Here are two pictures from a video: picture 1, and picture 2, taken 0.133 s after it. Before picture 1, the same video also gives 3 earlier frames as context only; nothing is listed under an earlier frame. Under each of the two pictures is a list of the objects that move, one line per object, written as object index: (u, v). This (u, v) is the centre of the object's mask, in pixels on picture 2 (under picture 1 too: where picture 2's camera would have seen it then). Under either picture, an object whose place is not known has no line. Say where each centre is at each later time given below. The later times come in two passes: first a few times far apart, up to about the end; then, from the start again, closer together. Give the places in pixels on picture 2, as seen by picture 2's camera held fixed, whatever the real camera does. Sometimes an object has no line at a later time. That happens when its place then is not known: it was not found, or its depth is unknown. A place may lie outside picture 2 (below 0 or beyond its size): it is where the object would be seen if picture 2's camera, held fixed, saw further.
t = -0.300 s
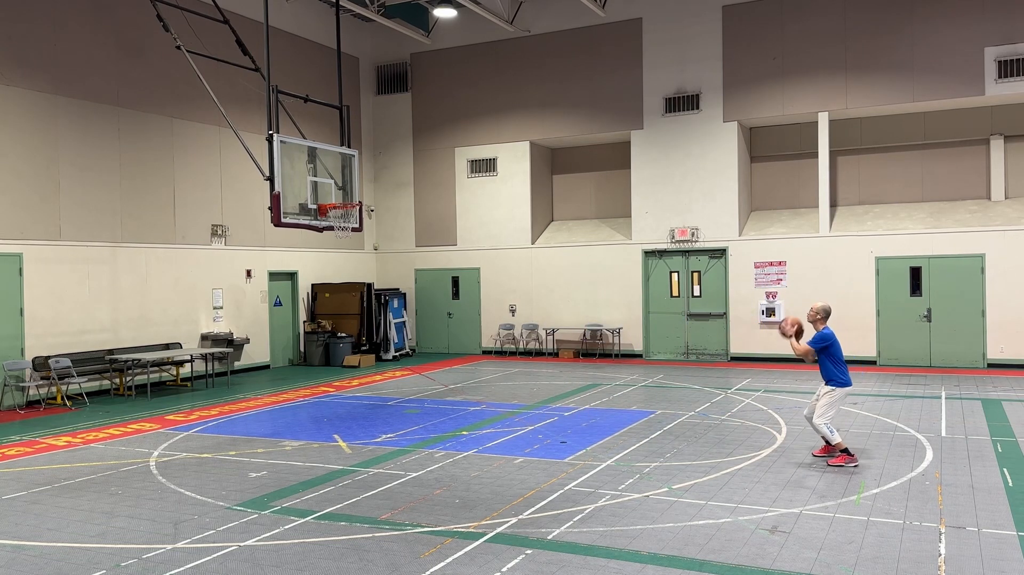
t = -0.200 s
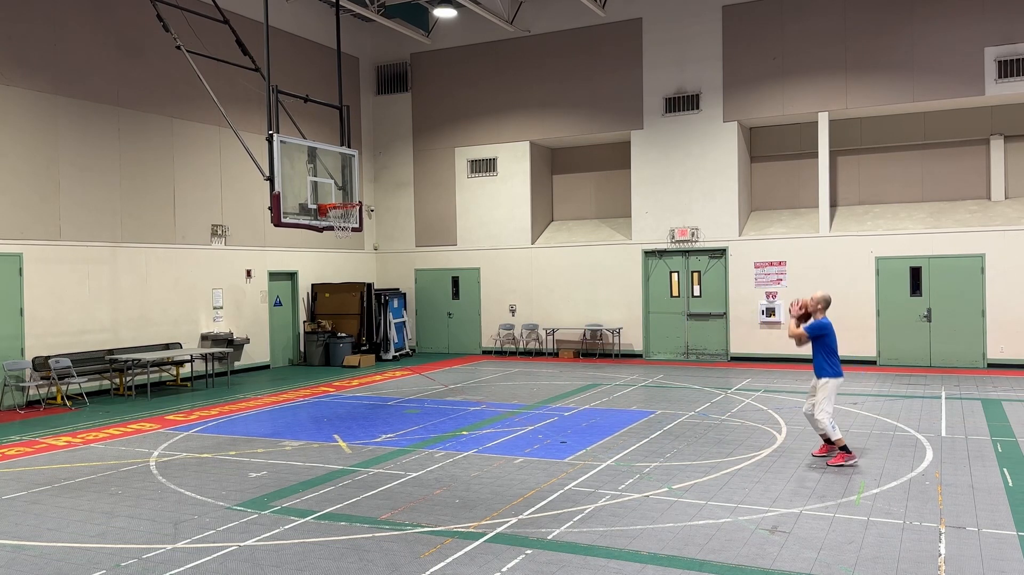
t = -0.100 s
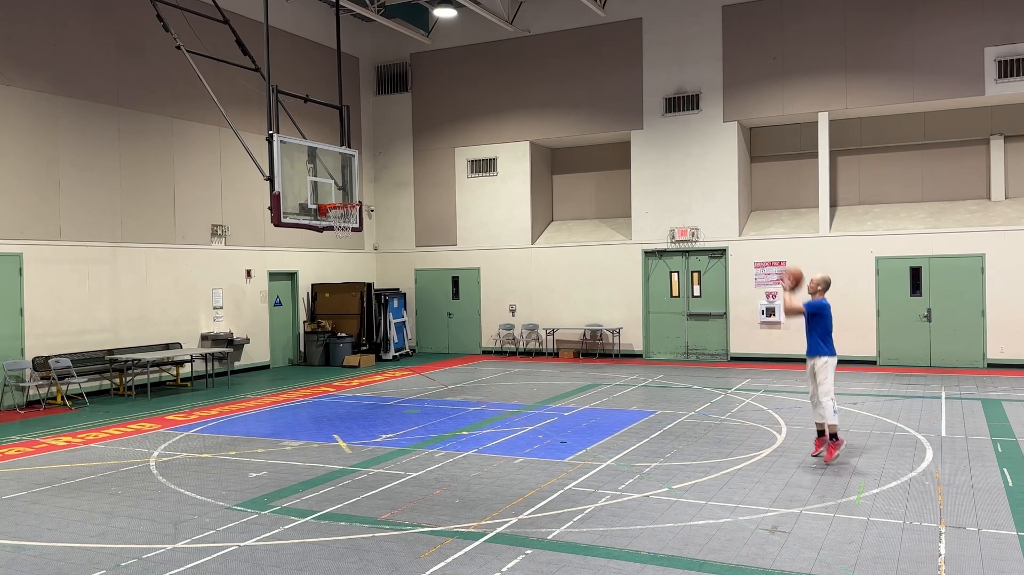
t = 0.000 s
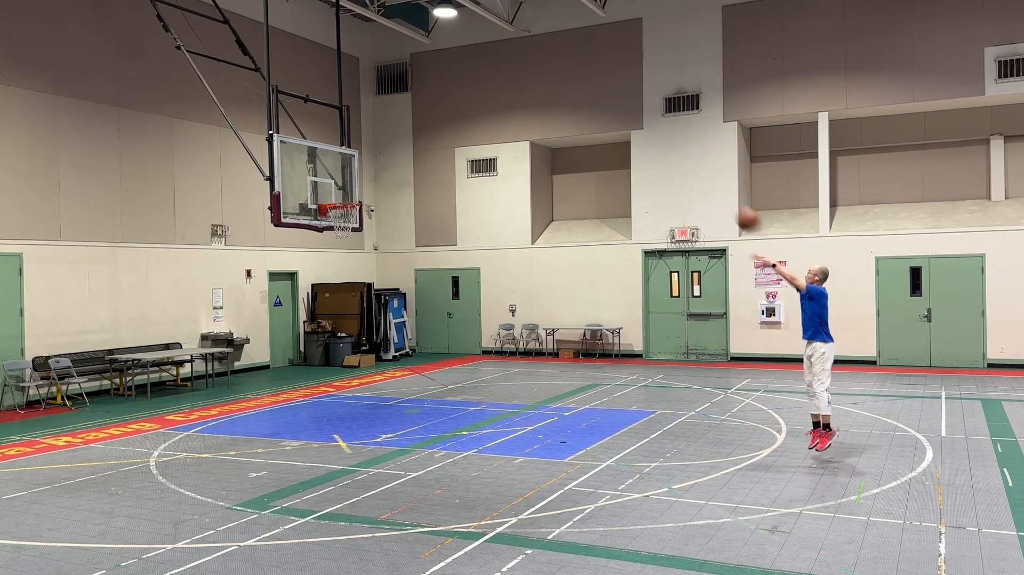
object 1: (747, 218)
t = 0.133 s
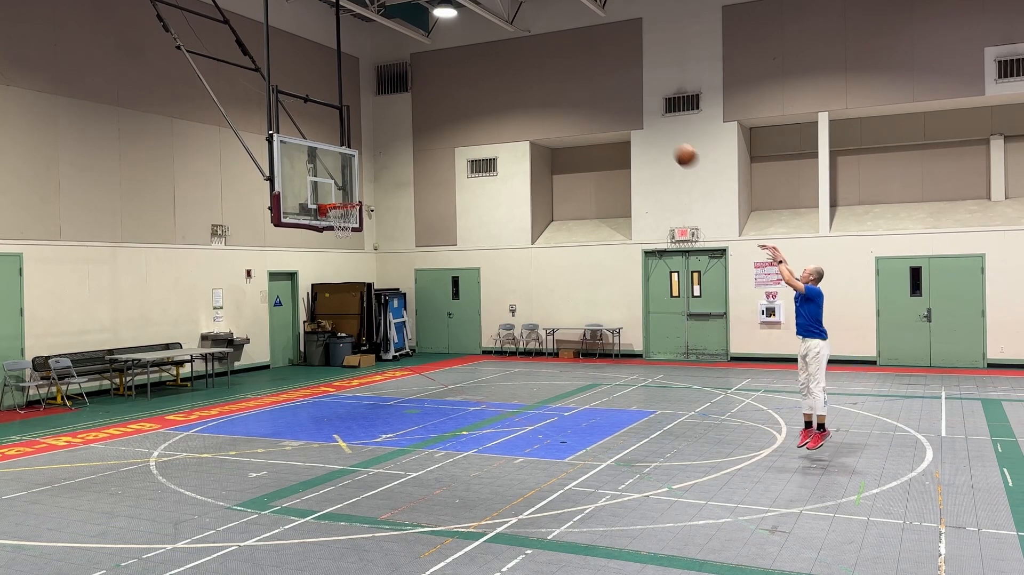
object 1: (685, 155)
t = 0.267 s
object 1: (630, 110)
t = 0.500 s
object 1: (543, 73)
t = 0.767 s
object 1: (458, 84)
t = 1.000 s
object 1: (393, 132)
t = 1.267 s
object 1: (333, 219)
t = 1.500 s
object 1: (338, 260)
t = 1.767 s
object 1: (347, 347)
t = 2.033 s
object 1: (361, 362)
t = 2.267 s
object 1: (391, 300)
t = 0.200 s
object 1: (657, 131)
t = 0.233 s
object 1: (643, 120)
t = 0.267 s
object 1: (630, 110)
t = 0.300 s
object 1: (616, 102)
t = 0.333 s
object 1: (603, 95)
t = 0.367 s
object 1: (591, 89)
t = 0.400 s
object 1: (578, 83)
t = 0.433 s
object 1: (566, 79)
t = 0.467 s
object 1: (554, 76)
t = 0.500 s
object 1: (543, 73)
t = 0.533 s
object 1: (532, 72)
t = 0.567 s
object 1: (520, 71)
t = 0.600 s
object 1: (510, 71)
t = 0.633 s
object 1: (499, 72)
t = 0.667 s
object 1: (488, 74)
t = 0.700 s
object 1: (478, 76)
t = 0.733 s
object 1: (468, 80)
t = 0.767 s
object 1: (458, 84)
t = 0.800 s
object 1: (449, 89)
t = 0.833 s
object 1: (439, 95)
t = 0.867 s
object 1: (429, 101)
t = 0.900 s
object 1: (420, 108)
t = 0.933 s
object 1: (411, 115)
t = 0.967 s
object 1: (402, 124)
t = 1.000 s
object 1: (393, 132)
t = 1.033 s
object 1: (385, 142)
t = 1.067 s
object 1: (377, 152)
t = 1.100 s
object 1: (369, 162)
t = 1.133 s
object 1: (361, 174)
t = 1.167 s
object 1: (353, 186)
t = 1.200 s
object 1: (345, 196)
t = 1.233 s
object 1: (339, 210)
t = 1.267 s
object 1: (333, 219)
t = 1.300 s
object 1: (331, 224)
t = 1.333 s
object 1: (332, 229)
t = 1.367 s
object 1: (333, 233)
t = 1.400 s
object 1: (334, 239)
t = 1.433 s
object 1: (335, 245)
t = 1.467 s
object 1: (336, 252)
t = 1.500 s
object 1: (338, 260)
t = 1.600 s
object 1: (341, 288)
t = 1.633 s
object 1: (343, 297)
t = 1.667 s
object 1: (344, 308)
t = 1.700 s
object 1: (345, 324)
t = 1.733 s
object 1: (345, 334)
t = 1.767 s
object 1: (347, 347)
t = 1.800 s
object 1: (348, 362)
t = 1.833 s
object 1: (349, 377)
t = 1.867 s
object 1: (350, 394)
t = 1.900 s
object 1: (351, 406)
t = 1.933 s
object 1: (354, 395)
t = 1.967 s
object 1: (356, 383)
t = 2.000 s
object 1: (358, 372)
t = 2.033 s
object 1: (361, 362)
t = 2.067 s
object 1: (363, 353)
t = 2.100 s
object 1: (366, 345)
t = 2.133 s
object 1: (368, 337)
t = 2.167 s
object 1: (370, 330)
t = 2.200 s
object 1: (373, 324)
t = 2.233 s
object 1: (378, 313)
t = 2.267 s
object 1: (391, 300)
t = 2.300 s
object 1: (408, 310)
